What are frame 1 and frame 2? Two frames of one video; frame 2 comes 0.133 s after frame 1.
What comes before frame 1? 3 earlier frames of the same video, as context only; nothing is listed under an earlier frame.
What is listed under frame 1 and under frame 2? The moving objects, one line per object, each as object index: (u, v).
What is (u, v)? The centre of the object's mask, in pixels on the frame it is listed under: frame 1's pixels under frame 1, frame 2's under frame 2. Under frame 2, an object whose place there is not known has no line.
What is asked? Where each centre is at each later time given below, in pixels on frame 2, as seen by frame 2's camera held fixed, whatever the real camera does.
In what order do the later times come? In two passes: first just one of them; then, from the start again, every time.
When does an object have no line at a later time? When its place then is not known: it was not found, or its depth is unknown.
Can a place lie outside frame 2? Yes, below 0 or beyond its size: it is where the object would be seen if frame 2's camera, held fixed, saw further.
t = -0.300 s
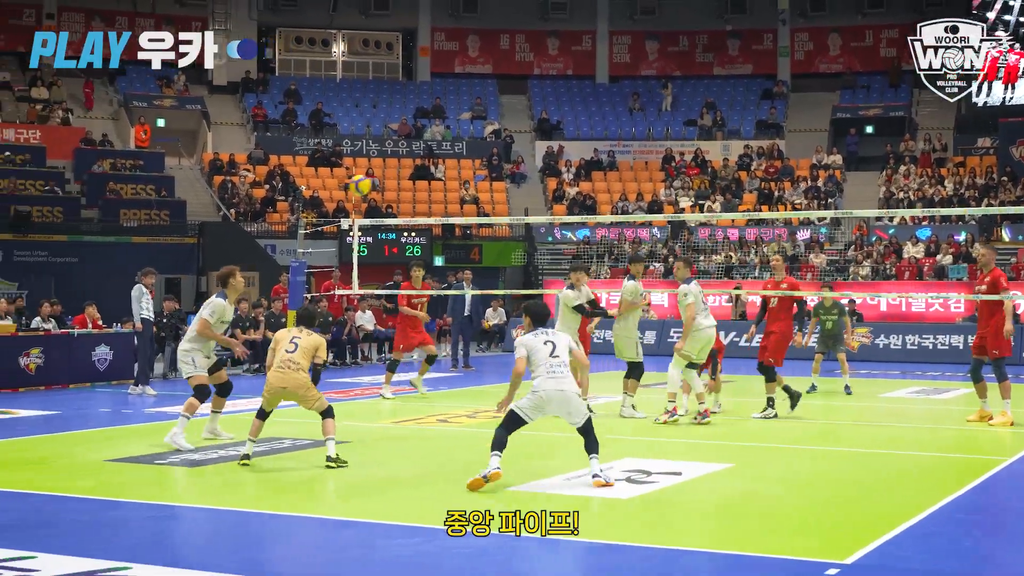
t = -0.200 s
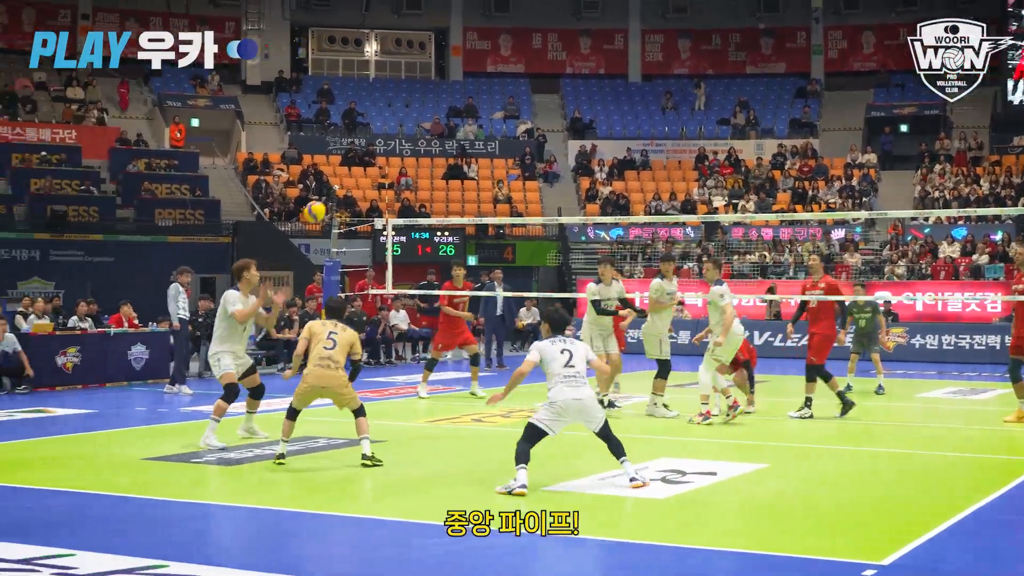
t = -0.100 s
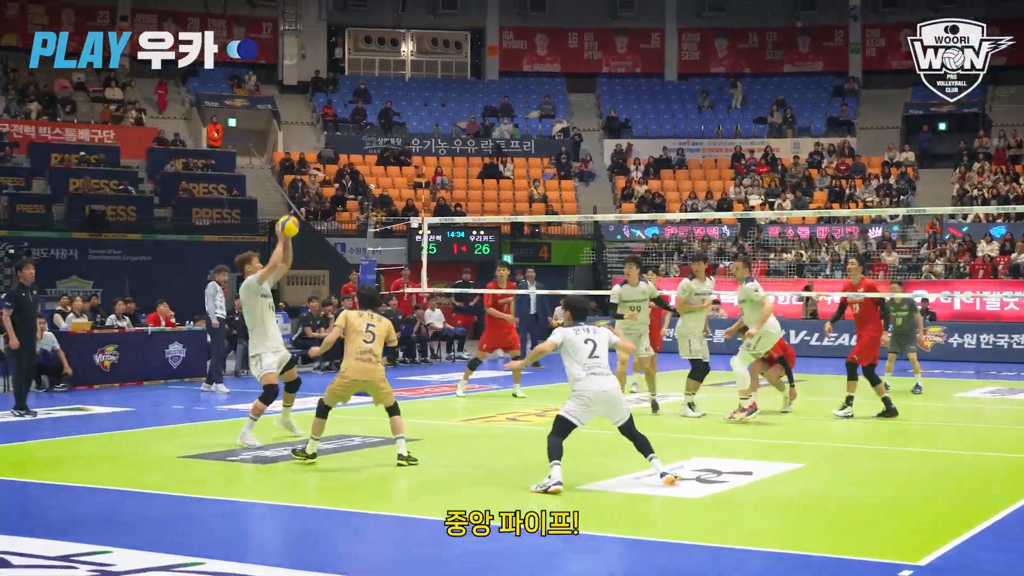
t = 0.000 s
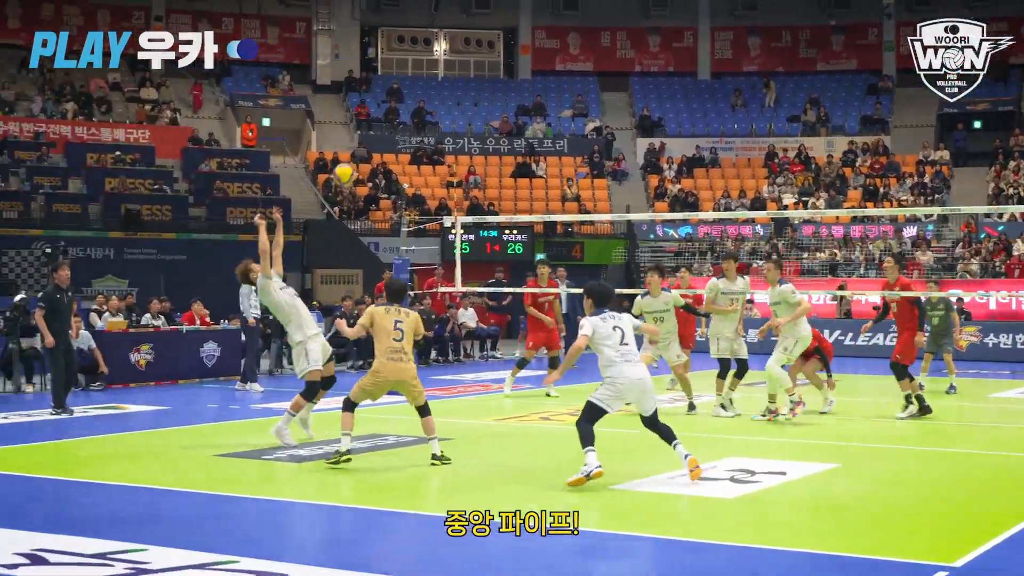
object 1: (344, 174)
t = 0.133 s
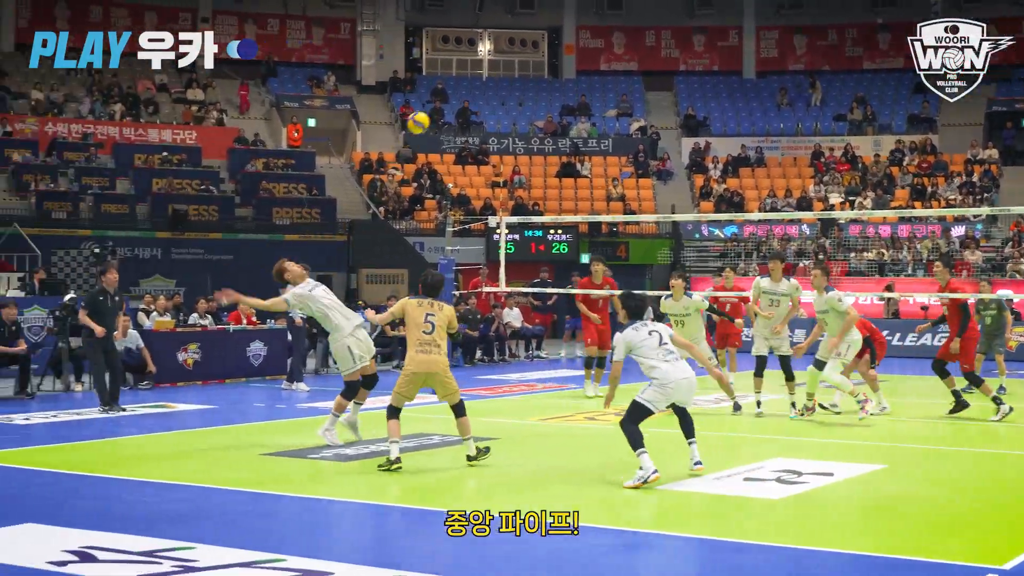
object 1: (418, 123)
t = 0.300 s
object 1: (464, 81)
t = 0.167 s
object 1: (428, 113)
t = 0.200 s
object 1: (438, 103)
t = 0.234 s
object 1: (446, 95)
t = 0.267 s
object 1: (455, 87)
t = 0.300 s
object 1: (464, 81)
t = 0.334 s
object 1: (471, 77)
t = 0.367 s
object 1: (478, 73)
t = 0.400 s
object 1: (484, 69)
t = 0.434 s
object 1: (490, 66)
